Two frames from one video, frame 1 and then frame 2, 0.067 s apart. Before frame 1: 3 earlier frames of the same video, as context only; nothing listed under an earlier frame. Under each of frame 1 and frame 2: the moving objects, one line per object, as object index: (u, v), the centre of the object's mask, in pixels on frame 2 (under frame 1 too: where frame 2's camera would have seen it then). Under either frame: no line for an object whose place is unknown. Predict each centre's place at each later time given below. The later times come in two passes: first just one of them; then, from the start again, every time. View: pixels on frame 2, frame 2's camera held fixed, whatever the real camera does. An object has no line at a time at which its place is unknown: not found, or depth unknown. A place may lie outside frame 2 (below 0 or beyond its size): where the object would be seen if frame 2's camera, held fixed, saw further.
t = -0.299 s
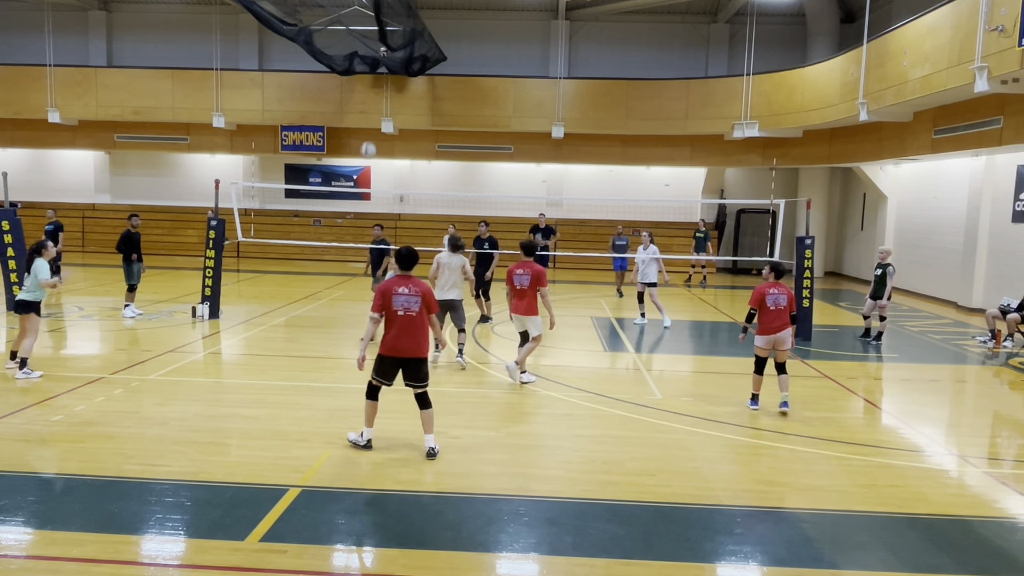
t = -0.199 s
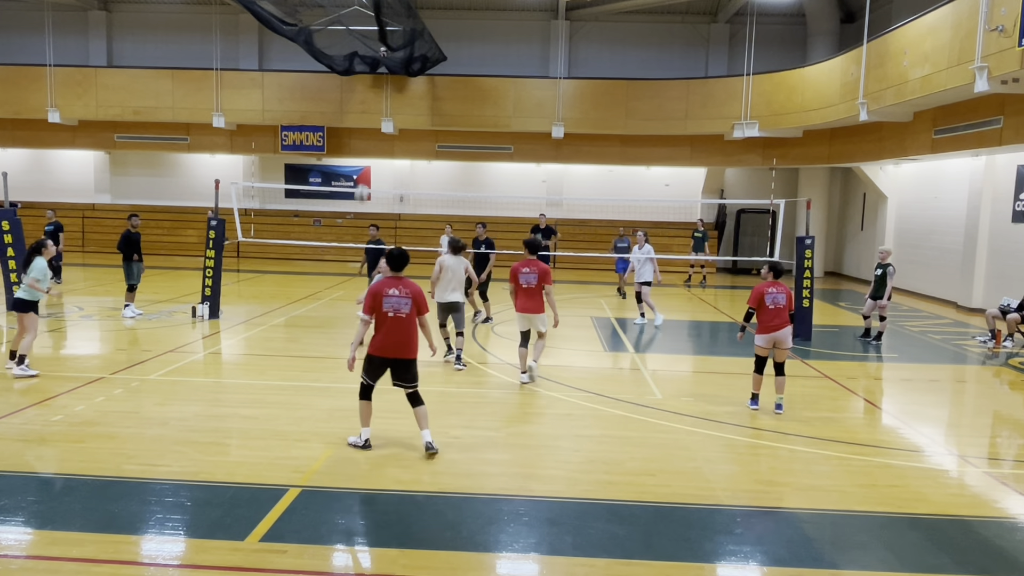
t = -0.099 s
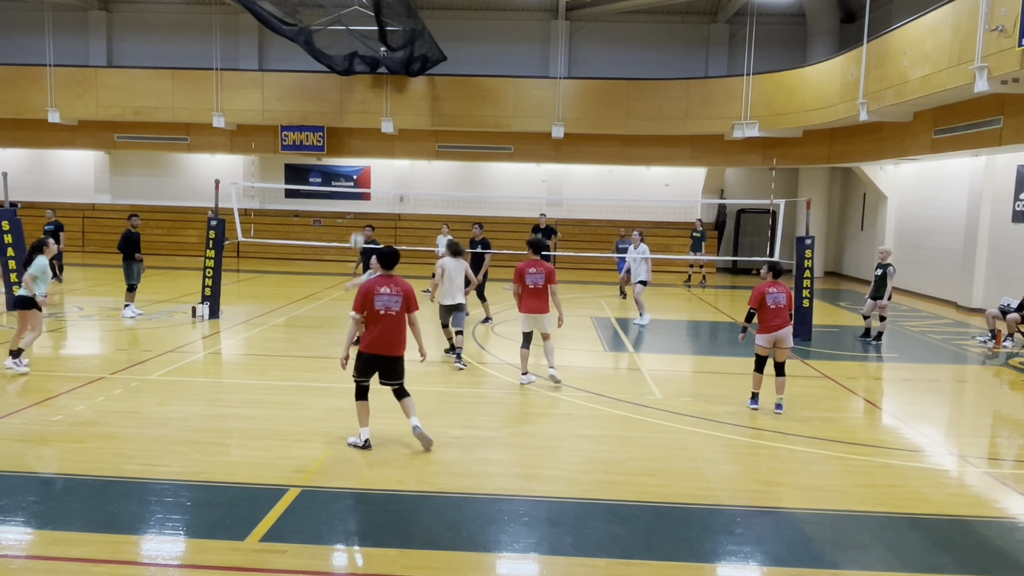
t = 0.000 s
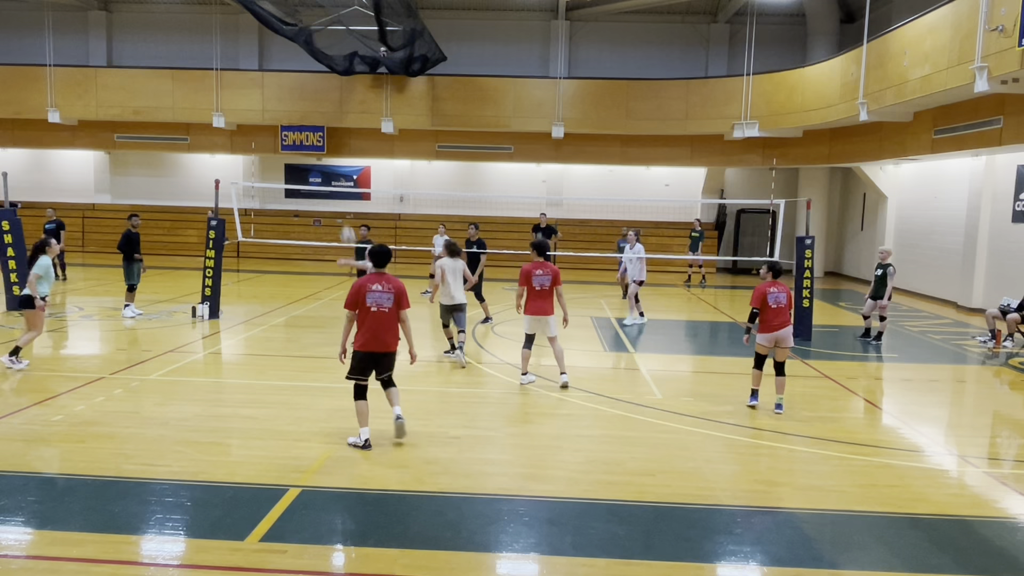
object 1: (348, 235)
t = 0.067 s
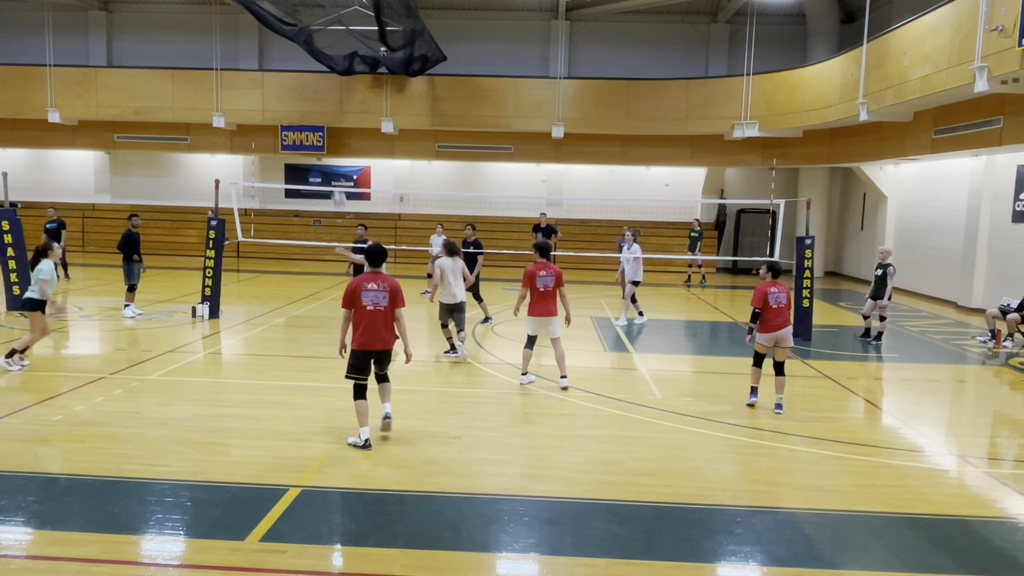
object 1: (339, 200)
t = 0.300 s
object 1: (310, 94)
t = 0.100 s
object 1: (334, 180)
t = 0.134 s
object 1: (330, 167)
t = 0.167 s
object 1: (326, 149)
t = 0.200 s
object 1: (322, 135)
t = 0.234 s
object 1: (318, 122)
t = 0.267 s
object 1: (314, 107)
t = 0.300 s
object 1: (310, 94)
